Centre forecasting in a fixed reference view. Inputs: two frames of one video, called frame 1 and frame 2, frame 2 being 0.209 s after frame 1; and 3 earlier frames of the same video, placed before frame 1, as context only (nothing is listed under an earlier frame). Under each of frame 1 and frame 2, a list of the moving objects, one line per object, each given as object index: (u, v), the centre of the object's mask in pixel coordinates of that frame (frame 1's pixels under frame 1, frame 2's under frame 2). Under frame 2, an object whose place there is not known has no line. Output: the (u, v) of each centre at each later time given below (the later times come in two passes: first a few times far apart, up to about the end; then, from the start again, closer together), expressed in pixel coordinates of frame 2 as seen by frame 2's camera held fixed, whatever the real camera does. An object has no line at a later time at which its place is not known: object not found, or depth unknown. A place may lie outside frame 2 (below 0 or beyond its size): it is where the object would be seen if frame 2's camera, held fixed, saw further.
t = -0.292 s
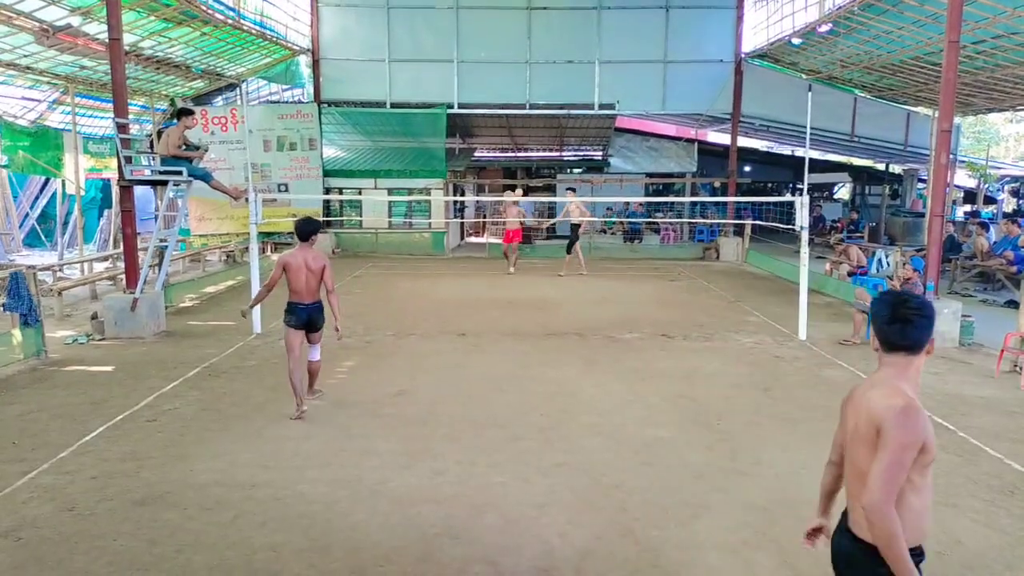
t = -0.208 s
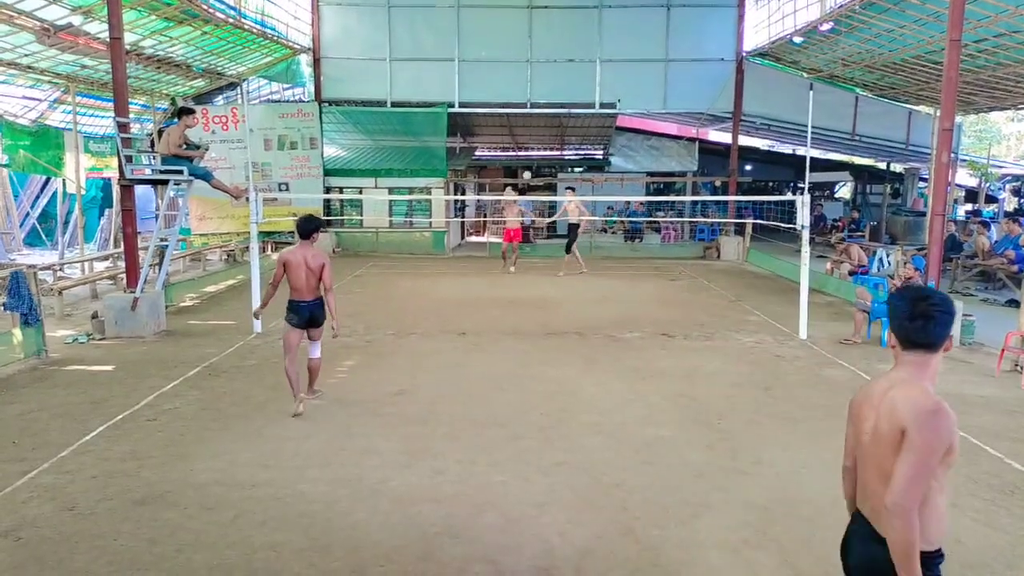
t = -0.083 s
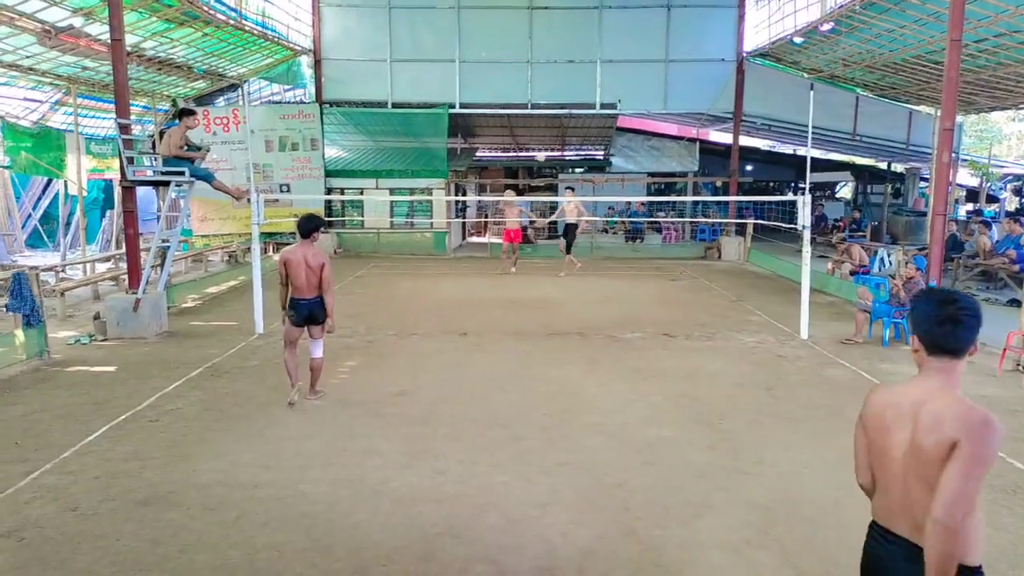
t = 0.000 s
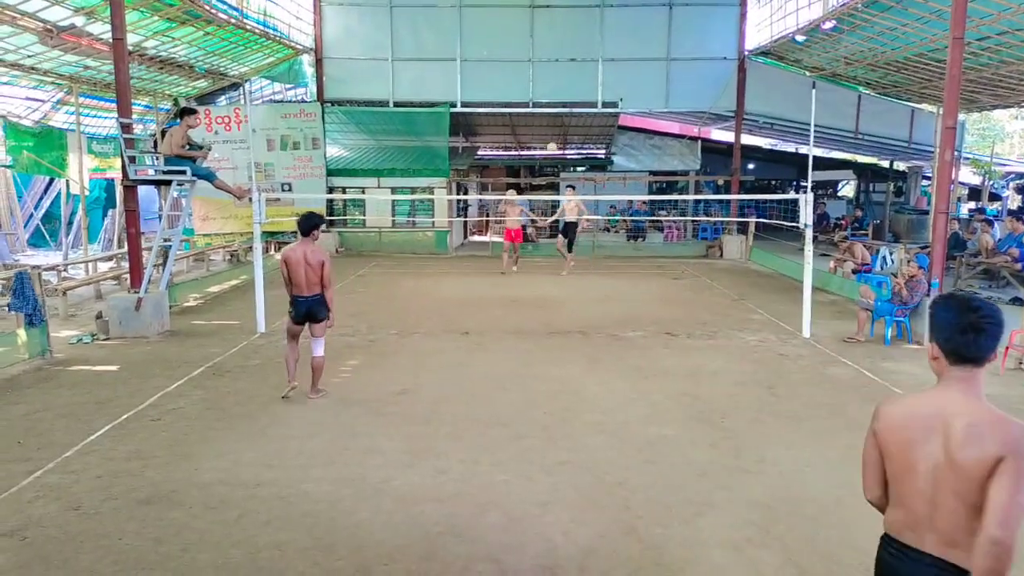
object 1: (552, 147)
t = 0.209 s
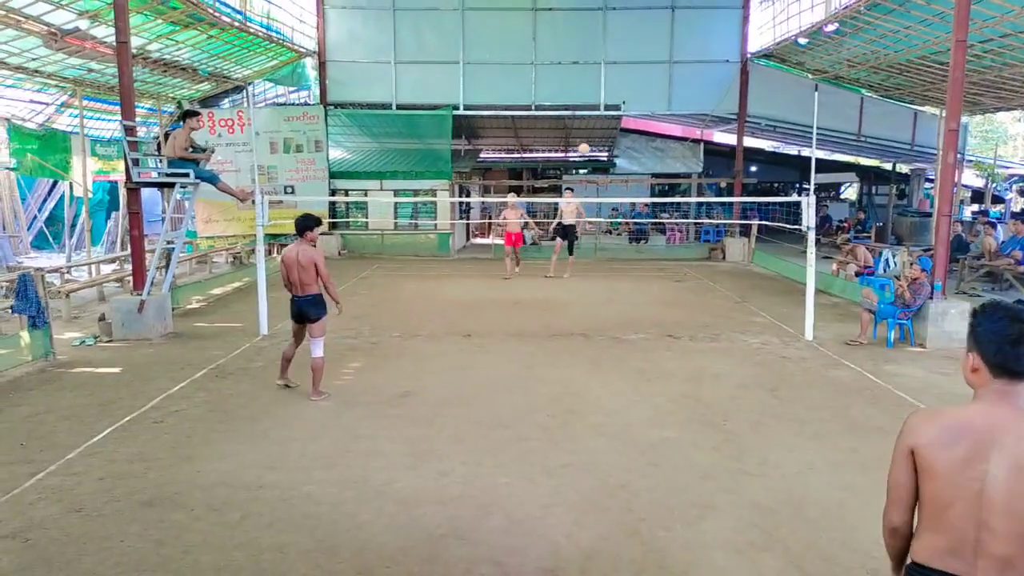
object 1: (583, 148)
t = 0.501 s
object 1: (645, 227)
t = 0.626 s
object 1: (681, 306)
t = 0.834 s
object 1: (752, 440)
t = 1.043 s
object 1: (808, 381)
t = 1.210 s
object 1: (870, 380)
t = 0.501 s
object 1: (645, 227)
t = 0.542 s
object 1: (656, 249)
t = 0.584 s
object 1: (668, 275)
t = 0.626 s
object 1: (681, 306)
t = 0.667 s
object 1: (696, 342)
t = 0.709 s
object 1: (712, 383)
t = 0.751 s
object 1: (729, 433)
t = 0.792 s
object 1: (743, 456)
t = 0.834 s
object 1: (752, 440)
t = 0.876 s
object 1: (762, 425)
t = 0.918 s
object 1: (772, 411)
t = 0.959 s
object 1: (783, 399)
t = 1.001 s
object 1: (795, 389)
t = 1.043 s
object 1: (808, 381)
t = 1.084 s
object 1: (822, 376)
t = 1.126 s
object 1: (837, 374)
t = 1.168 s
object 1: (852, 375)
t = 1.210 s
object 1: (870, 380)
